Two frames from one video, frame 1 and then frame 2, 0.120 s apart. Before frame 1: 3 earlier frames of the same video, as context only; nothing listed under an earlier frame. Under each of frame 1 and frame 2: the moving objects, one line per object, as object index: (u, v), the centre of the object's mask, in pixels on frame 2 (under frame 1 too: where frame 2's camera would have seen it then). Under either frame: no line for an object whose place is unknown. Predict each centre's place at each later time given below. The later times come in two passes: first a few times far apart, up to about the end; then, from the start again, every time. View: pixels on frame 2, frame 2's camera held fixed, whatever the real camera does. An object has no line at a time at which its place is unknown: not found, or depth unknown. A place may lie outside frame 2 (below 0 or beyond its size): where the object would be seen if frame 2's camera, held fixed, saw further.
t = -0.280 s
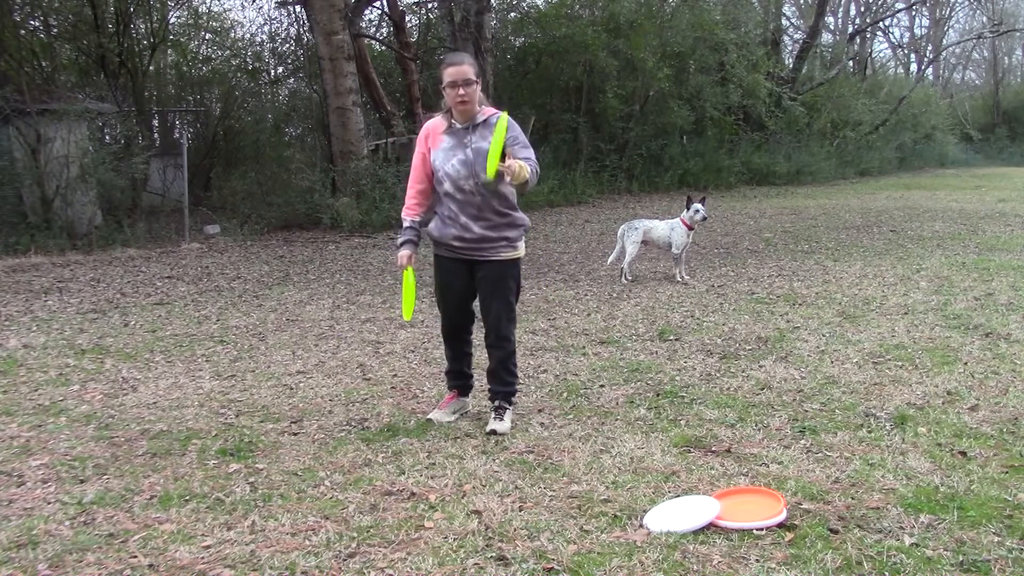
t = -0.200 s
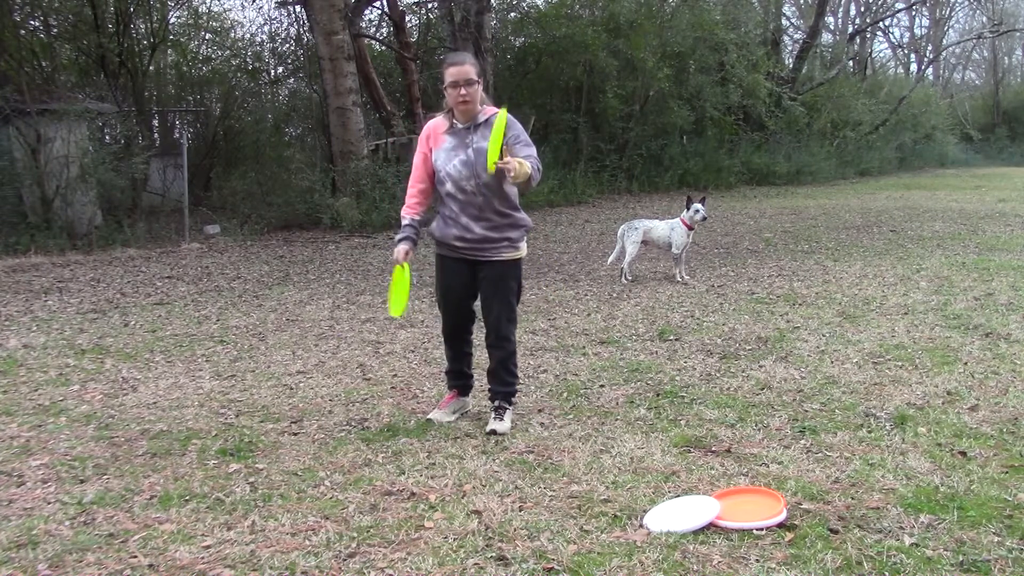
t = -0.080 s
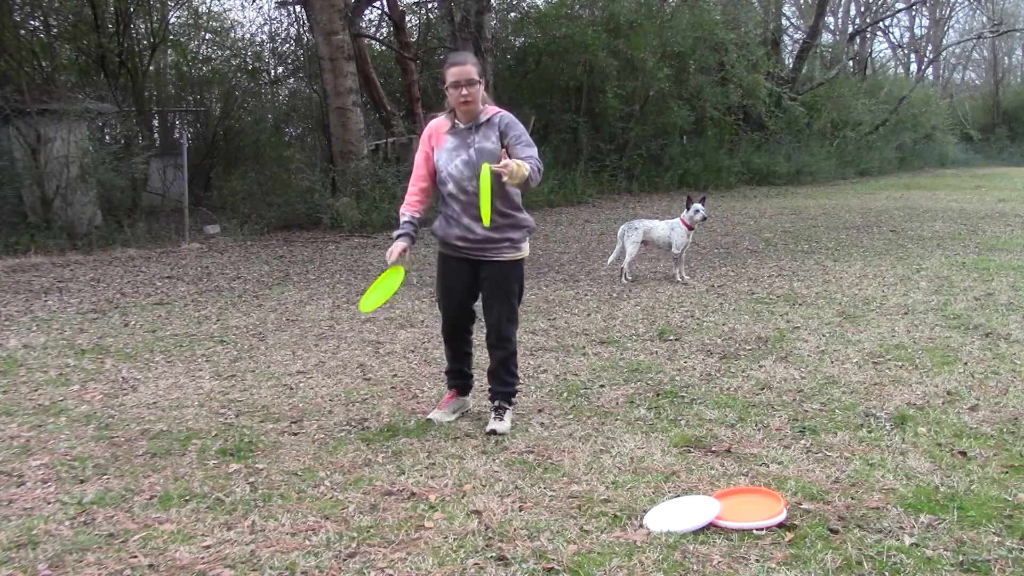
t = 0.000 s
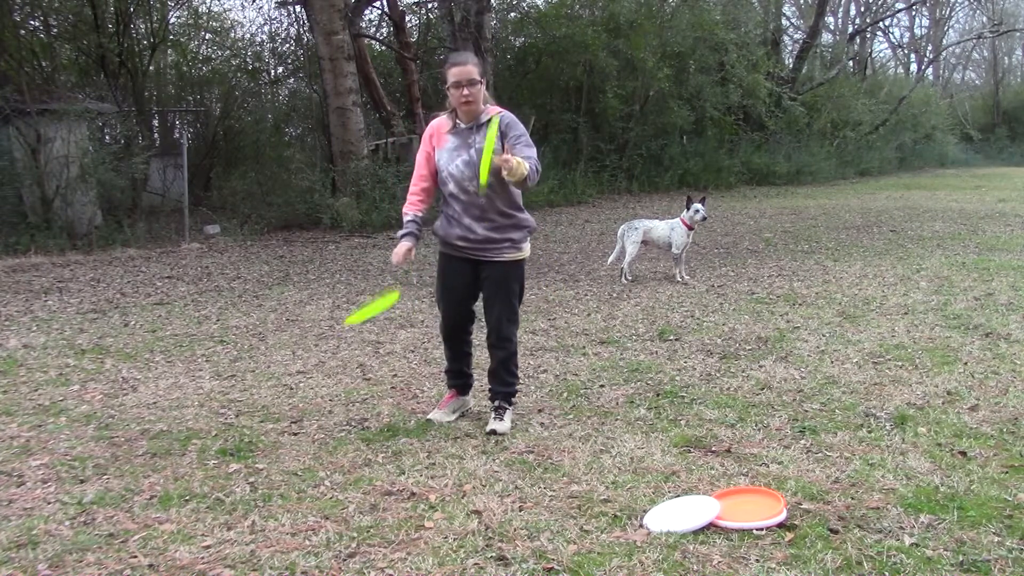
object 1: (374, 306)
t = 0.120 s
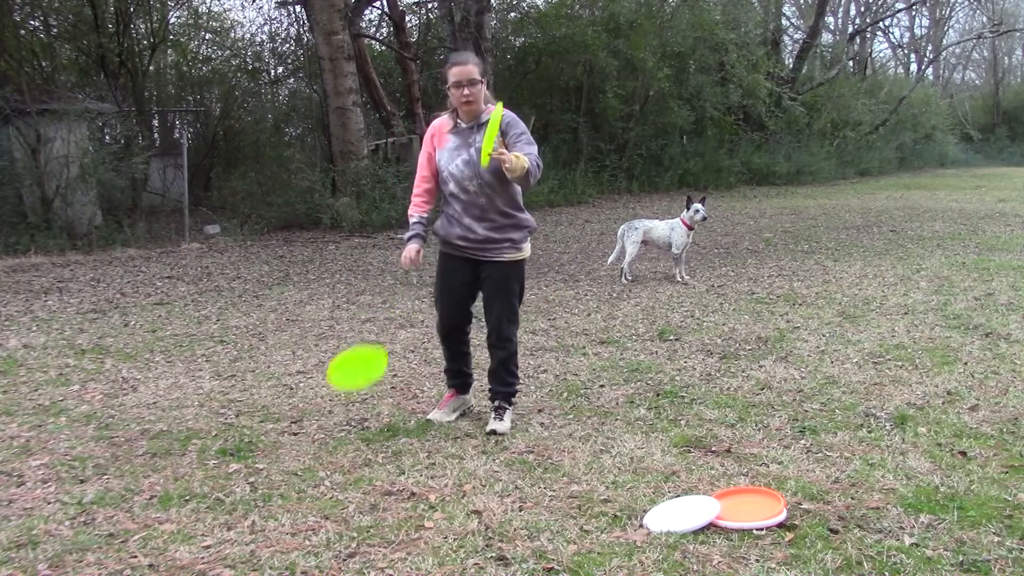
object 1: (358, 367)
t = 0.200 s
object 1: (348, 427)
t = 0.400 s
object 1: (357, 434)
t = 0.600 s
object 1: (372, 449)
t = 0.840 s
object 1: (382, 460)
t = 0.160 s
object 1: (353, 395)
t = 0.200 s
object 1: (348, 427)
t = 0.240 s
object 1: (348, 433)
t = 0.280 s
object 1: (352, 442)
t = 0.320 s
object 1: (353, 443)
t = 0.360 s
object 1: (355, 437)
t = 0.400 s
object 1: (357, 434)
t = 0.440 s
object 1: (360, 434)
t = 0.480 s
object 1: (362, 440)
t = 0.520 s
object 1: (366, 448)
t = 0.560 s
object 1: (369, 448)
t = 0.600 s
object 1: (372, 449)
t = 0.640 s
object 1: (375, 452)
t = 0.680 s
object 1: (379, 456)
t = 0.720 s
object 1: (383, 463)
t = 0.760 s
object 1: (382, 460)
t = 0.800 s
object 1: (381, 459)
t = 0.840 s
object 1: (382, 460)
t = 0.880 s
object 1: (382, 463)
